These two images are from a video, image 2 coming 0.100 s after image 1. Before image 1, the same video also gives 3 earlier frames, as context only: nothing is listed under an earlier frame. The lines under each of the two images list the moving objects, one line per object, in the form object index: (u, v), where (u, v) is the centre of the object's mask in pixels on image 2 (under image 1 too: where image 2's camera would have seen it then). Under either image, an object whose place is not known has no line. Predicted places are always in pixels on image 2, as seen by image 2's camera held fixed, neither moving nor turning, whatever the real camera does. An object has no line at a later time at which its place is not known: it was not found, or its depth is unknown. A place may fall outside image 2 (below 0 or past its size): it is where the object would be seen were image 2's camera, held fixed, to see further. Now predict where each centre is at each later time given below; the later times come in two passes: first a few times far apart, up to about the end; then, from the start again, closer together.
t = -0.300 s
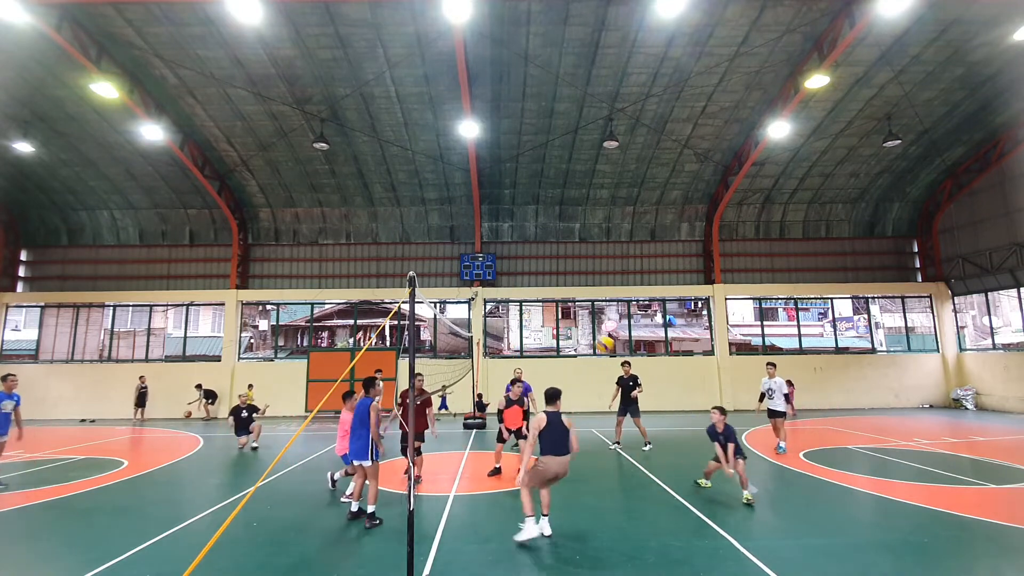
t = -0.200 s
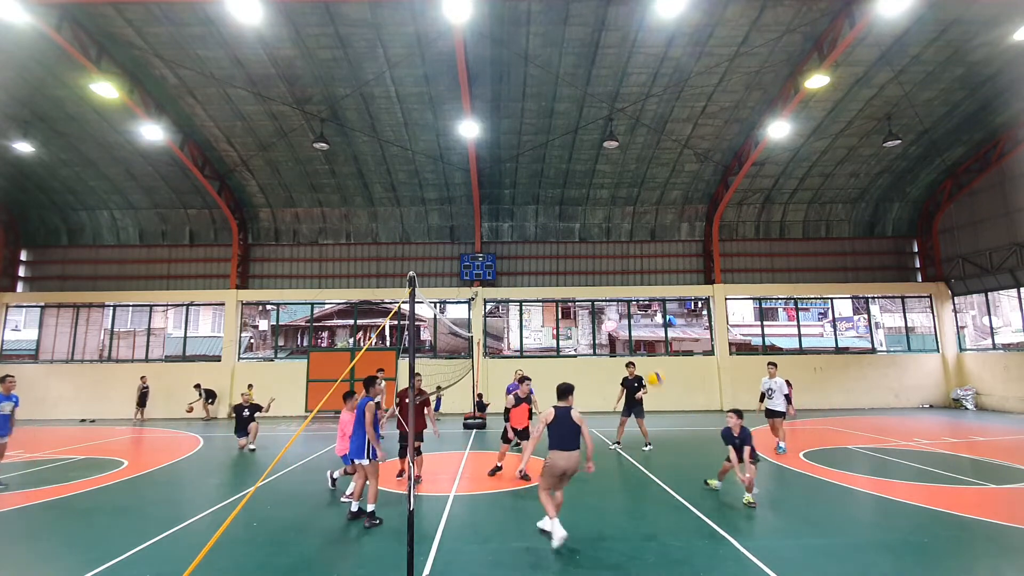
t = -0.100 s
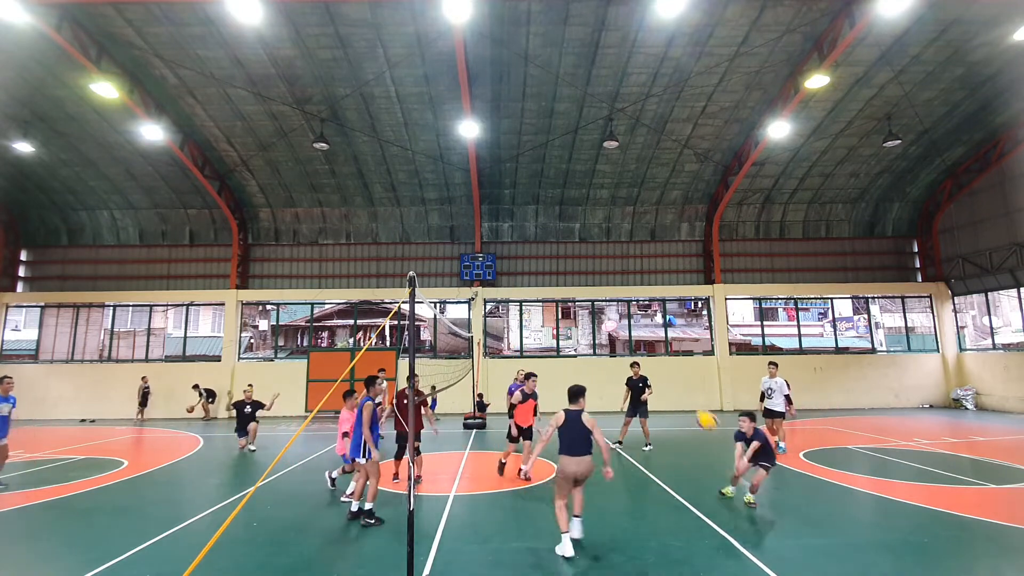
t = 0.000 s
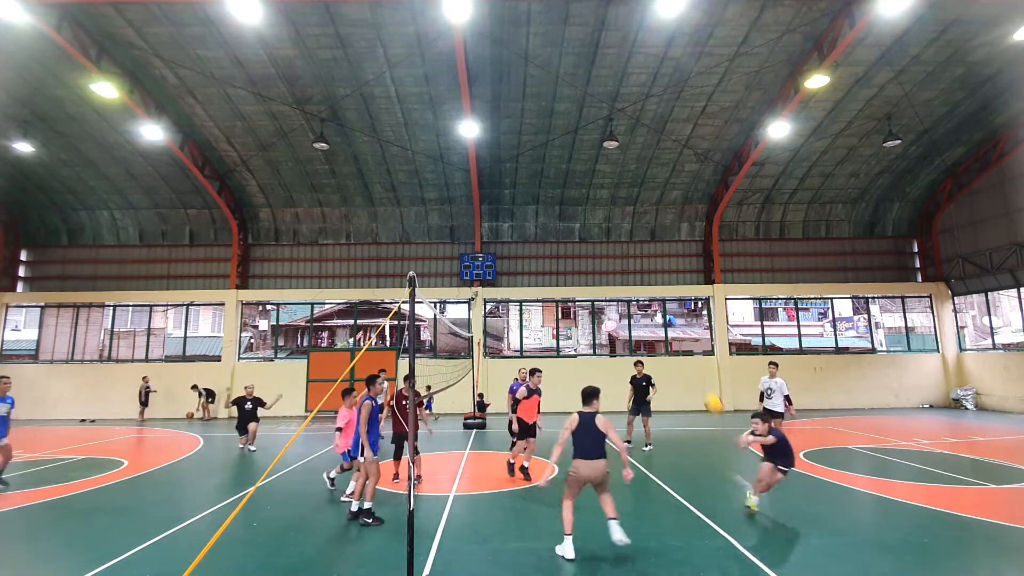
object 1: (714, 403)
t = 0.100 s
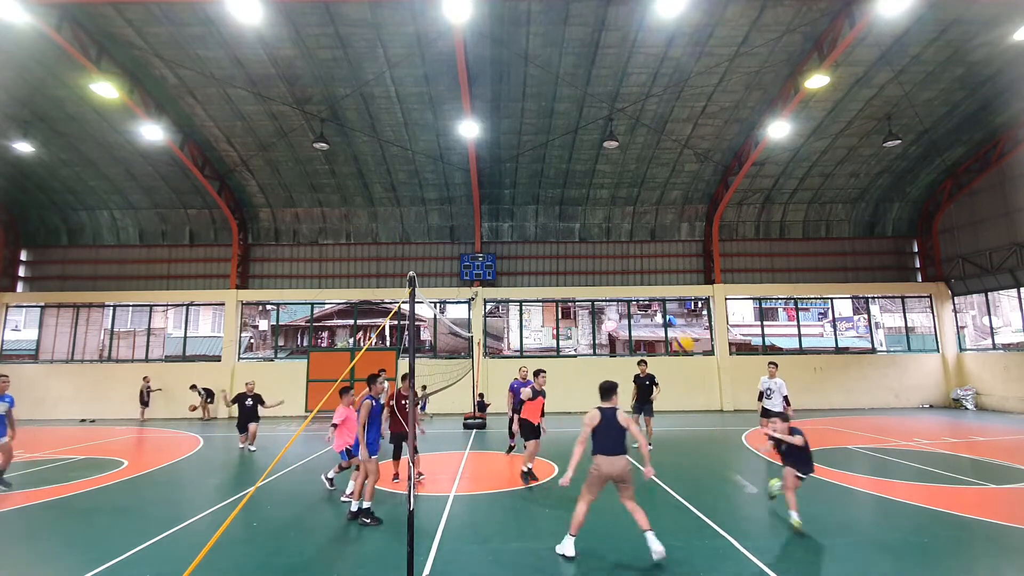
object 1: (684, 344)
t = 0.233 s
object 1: (643, 273)
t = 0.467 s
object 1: (577, 190)
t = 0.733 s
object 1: (500, 148)
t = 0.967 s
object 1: (427, 160)
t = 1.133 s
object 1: (370, 204)
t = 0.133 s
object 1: (673, 323)
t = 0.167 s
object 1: (664, 306)
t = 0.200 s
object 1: (653, 289)
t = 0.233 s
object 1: (643, 273)
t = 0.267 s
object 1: (634, 259)
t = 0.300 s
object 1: (625, 245)
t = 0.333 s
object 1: (615, 232)
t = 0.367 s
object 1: (606, 221)
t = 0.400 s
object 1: (597, 210)
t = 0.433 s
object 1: (586, 199)
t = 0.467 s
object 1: (577, 190)
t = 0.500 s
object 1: (568, 182)
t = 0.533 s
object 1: (558, 174)
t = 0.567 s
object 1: (549, 167)
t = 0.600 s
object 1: (539, 161)
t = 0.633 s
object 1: (529, 157)
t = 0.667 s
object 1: (520, 153)
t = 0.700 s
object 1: (510, 150)
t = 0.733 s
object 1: (500, 148)
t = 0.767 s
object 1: (490, 146)
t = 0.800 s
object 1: (480, 146)
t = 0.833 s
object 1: (469, 147)
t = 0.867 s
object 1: (459, 149)
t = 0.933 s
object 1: (438, 155)
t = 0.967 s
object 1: (427, 160)
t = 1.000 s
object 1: (416, 167)
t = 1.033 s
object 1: (404, 174)
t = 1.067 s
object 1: (393, 183)
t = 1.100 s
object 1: (381, 192)
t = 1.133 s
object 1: (370, 204)
